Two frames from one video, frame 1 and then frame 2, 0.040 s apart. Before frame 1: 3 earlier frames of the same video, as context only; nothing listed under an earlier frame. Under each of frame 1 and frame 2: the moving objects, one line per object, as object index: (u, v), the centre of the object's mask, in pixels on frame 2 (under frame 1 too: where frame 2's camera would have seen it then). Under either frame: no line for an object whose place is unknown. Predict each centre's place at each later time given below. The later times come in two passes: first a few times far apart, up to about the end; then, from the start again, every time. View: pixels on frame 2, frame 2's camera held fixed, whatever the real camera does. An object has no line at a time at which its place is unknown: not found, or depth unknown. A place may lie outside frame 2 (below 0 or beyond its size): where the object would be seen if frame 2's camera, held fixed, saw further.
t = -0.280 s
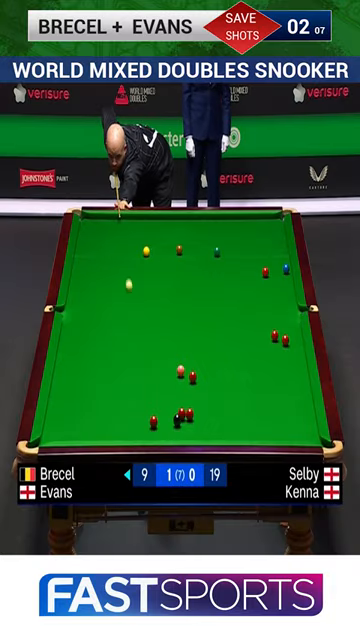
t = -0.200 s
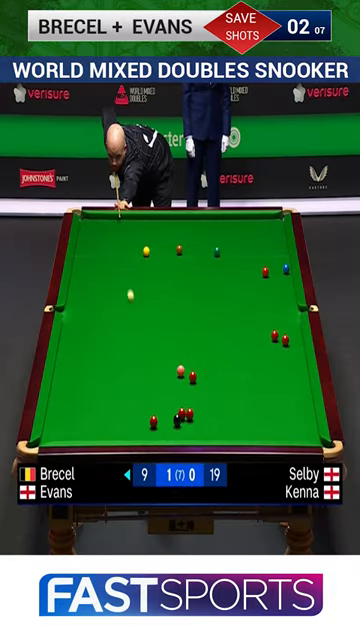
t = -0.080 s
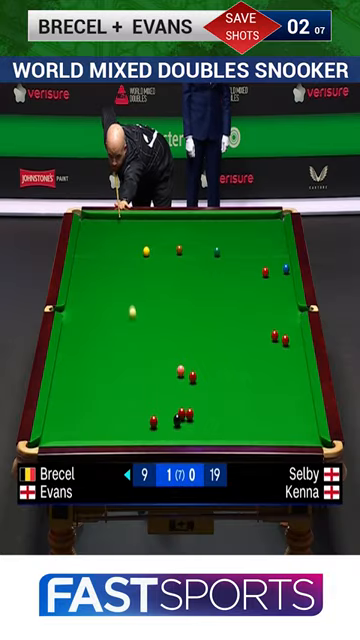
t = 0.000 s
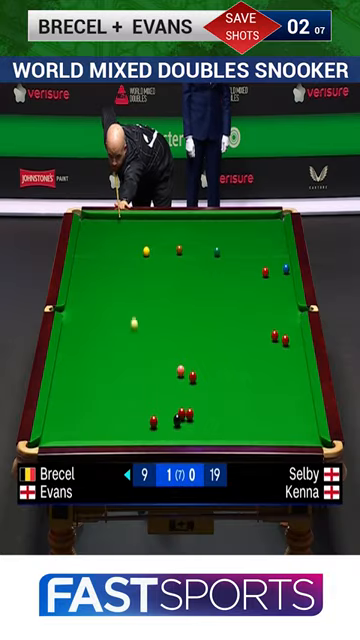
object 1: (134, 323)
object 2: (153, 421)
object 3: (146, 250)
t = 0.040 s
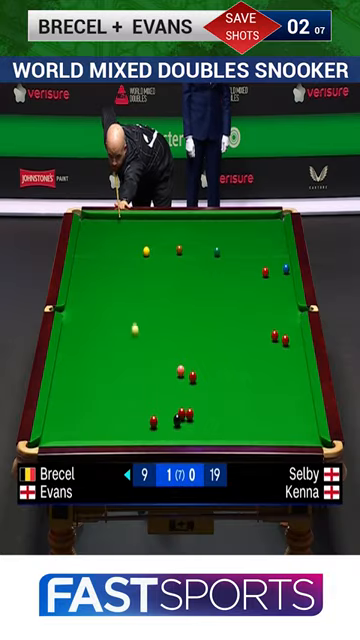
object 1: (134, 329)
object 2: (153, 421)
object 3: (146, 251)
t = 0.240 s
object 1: (139, 360)
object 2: (153, 421)
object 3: (146, 251)
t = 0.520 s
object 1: (145, 406)
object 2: (153, 421)
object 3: (146, 251)
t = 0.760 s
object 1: (125, 436)
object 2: (179, 431)
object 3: (146, 250)
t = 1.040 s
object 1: (108, 413)
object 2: (209, 435)
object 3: (146, 250)
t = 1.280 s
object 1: (94, 396)
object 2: (231, 431)
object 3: (146, 251)
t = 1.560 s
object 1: (78, 377)
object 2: (255, 425)
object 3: (146, 250)
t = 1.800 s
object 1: (66, 362)
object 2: (274, 421)
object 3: (146, 250)
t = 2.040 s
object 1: (64, 348)
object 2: (293, 416)
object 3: (146, 250)
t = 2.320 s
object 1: (75, 335)
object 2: (309, 412)
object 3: (146, 251)
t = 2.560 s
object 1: (84, 324)
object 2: (298, 408)
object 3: (146, 251)
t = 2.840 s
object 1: (93, 312)
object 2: (286, 405)
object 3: (146, 251)
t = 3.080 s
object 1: (101, 302)
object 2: (277, 402)
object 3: (146, 251)
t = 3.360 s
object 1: (109, 292)
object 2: (268, 399)
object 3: (146, 251)
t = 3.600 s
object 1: (116, 284)
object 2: (261, 397)
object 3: (146, 251)
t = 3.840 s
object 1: (122, 276)
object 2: (254, 395)
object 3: (146, 251)
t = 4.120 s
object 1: (129, 267)
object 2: (246, 393)
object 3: (146, 251)
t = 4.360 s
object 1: (134, 260)
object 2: (241, 391)
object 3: (146, 250)
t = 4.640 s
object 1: (140, 252)
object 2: (235, 390)
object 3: (146, 251)
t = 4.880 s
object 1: (138, 248)
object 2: (231, 389)
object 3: (152, 249)
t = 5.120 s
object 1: (136, 243)
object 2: (228, 387)
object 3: (157, 248)
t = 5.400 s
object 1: (135, 239)
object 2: (224, 386)
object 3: (162, 247)
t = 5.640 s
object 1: (133, 235)
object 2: (222, 386)
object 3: (167, 246)
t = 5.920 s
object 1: (132, 231)
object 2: (220, 385)
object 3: (171, 245)
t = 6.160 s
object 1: (131, 228)
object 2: (219, 385)
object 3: (173, 244)
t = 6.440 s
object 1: (129, 224)
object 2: (218, 385)
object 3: (176, 243)
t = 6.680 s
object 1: (128, 221)
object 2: (218, 385)
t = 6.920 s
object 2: (218, 384)
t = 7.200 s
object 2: (218, 384)
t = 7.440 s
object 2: (218, 384)
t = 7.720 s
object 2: (218, 384)
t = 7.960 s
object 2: (218, 384)
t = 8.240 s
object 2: (218, 384)
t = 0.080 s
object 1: (135, 335)
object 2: (153, 421)
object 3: (146, 251)
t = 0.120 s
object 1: (136, 341)
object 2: (153, 421)
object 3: (146, 251)
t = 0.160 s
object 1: (137, 347)
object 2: (153, 421)
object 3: (146, 251)
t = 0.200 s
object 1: (138, 353)
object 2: (153, 421)
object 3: (146, 251)
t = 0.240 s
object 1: (139, 360)
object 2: (153, 421)
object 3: (146, 251)
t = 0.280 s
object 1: (140, 366)
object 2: (153, 421)
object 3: (146, 251)
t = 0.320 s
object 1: (141, 373)
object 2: (153, 422)
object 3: (146, 251)
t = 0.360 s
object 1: (141, 379)
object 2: (153, 421)
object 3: (146, 251)
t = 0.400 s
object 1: (142, 386)
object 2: (153, 421)
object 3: (146, 251)
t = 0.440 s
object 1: (143, 393)
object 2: (153, 421)
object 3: (146, 251)
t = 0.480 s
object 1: (144, 399)
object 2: (153, 421)
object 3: (146, 251)
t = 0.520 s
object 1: (145, 406)
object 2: (153, 421)
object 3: (146, 251)
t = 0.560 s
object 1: (146, 413)
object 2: (153, 421)
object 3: (146, 251)
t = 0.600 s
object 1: (144, 421)
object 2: (156, 422)
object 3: (146, 251)
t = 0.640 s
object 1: (139, 425)
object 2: (162, 425)
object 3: (146, 251)
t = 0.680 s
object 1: (134, 431)
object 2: (168, 427)
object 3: (146, 251)
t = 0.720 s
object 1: (130, 434)
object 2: (174, 429)
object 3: (146, 251)
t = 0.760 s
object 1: (125, 436)
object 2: (179, 431)
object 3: (146, 250)
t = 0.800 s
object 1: (123, 434)
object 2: (184, 433)
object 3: (146, 250)
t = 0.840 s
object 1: (120, 430)
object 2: (189, 435)
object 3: (146, 250)
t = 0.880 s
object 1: (117, 426)
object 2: (194, 436)
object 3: (146, 251)
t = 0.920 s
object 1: (115, 423)
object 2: (198, 437)
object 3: (146, 250)
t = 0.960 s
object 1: (113, 419)
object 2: (202, 436)
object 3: (146, 250)
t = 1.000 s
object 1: (110, 416)
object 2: (205, 436)
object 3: (146, 250)
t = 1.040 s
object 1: (108, 413)
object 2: (209, 435)
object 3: (146, 250)
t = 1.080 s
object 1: (105, 410)
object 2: (212, 434)
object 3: (146, 250)
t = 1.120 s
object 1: (103, 407)
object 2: (216, 433)
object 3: (146, 250)
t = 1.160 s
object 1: (100, 404)
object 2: (220, 433)
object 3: (146, 250)
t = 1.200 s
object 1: (98, 401)
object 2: (223, 433)
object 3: (146, 250)
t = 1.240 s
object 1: (96, 398)
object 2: (227, 431)
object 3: (146, 250)
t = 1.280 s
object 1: (94, 396)
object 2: (231, 431)
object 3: (146, 251)
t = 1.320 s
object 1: (91, 393)
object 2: (234, 430)
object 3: (146, 250)
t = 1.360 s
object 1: (89, 390)
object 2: (238, 429)
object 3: (146, 251)
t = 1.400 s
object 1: (87, 388)
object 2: (241, 428)
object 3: (146, 250)
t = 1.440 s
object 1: (84, 385)
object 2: (245, 427)
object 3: (146, 250)
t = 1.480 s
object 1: (82, 382)
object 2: (248, 427)
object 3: (146, 250)
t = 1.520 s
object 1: (80, 379)
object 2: (251, 426)
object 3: (146, 250)
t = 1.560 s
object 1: (78, 377)
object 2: (255, 425)
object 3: (146, 250)
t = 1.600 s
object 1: (76, 374)
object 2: (258, 424)
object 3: (146, 250)
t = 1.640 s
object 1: (74, 372)
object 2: (262, 424)
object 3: (146, 250)
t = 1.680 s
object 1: (71, 369)
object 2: (265, 422)
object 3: (146, 250)
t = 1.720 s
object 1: (70, 367)
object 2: (268, 422)
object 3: (146, 251)
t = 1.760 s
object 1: (68, 364)
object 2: (271, 421)
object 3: (146, 250)
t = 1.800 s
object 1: (66, 362)
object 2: (274, 421)
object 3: (146, 250)
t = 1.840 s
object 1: (63, 359)
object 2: (278, 420)
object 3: (146, 251)
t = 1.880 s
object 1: (62, 357)
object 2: (281, 419)
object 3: (146, 251)
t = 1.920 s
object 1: (60, 354)
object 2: (284, 419)
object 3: (146, 251)
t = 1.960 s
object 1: (61, 352)
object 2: (287, 418)
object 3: (146, 251)
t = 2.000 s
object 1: (63, 350)
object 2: (290, 417)
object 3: (146, 251)
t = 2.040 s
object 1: (64, 348)
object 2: (293, 416)
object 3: (146, 250)
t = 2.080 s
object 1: (66, 346)
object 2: (297, 416)
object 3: (146, 251)
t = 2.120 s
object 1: (68, 344)
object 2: (299, 415)
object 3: (146, 251)
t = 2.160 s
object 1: (69, 342)
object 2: (302, 415)
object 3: (146, 251)
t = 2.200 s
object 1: (71, 340)
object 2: (305, 414)
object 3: (146, 251)
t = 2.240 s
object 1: (72, 338)
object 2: (308, 413)
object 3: (146, 251)
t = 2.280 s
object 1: (74, 337)
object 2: (311, 413)
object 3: (146, 251)
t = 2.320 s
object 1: (75, 335)
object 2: (309, 412)
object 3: (146, 251)
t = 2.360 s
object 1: (77, 333)
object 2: (307, 411)
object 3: (146, 251)
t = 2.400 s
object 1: (78, 331)
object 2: (305, 411)
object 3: (146, 251)
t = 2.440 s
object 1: (80, 329)
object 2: (303, 410)
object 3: (146, 251)
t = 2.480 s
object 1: (81, 327)
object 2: (301, 410)
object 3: (146, 251)
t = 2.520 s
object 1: (82, 326)
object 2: (299, 409)
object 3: (146, 251)
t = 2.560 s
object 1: (84, 324)
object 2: (298, 408)
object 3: (146, 251)
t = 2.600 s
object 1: (85, 322)
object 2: (296, 408)
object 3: (146, 251)
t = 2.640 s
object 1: (87, 320)
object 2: (295, 407)
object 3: (146, 251)
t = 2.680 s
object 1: (88, 319)
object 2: (293, 407)
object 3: (146, 251)
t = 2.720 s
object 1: (89, 317)
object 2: (291, 407)
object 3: (146, 251)
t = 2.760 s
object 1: (91, 315)
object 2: (290, 406)
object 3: (146, 251)
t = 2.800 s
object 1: (92, 313)
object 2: (288, 406)
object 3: (146, 251)
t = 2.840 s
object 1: (93, 312)
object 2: (286, 405)
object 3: (146, 251)
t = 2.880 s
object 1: (95, 310)
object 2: (285, 404)
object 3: (146, 251)
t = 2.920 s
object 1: (96, 309)
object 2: (284, 404)
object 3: (146, 251)
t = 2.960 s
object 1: (97, 307)
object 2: (282, 404)
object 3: (146, 251)
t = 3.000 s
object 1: (99, 305)
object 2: (280, 403)
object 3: (146, 251)
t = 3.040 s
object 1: (100, 304)
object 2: (279, 403)
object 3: (146, 251)
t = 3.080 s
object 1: (101, 302)
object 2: (277, 402)
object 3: (146, 251)
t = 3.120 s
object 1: (102, 301)
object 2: (276, 402)
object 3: (146, 251)
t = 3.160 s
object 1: (103, 299)
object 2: (275, 401)
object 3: (146, 251)
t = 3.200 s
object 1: (104, 298)
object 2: (273, 401)
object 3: (146, 251)
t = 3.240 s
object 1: (106, 296)
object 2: (272, 401)
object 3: (146, 251)
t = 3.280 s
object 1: (107, 295)
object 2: (271, 400)
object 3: (146, 251)
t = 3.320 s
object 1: (108, 293)
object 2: (269, 400)
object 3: (146, 251)
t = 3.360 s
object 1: (109, 292)
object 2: (268, 399)
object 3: (146, 251)
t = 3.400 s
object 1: (110, 291)
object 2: (267, 399)
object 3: (146, 251)
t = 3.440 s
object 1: (111, 289)
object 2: (265, 399)
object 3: (146, 250)
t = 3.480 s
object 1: (112, 288)
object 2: (264, 398)
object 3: (146, 250)
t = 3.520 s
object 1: (114, 286)
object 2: (263, 398)
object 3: (146, 250)
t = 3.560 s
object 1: (115, 285)
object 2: (262, 398)
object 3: (146, 250)
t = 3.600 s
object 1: (116, 284)
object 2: (261, 397)
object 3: (146, 251)
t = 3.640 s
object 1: (117, 282)
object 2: (259, 397)
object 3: (146, 250)
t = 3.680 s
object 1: (118, 281)
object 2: (258, 396)
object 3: (146, 250)
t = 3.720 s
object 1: (119, 280)
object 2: (257, 396)
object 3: (146, 250)
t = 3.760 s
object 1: (120, 278)
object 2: (256, 396)
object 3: (146, 251)
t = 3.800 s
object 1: (121, 277)
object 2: (255, 395)
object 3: (146, 251)
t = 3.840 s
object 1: (122, 276)
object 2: (254, 395)
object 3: (146, 251)
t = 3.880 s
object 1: (123, 274)
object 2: (253, 395)
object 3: (146, 251)
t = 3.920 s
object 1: (124, 273)
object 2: (252, 395)
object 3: (146, 251)
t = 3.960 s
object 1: (125, 272)
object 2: (250, 394)
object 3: (146, 251)
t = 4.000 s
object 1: (126, 271)
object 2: (249, 394)
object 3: (146, 251)
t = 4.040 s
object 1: (127, 269)
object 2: (248, 394)
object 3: (146, 251)
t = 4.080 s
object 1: (128, 268)
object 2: (247, 393)
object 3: (146, 251)
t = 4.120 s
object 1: (129, 267)
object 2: (246, 393)
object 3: (146, 251)
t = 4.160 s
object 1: (130, 266)
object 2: (246, 393)
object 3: (146, 251)
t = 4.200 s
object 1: (131, 265)
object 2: (245, 392)
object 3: (146, 251)
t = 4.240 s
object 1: (131, 263)
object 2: (244, 392)
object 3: (146, 251)
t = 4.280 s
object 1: (132, 262)
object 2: (243, 392)
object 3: (146, 251)
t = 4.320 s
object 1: (133, 261)
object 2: (242, 392)
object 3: (146, 251)
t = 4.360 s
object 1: (134, 260)
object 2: (241, 391)
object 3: (146, 250)
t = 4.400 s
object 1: (135, 259)
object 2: (240, 391)
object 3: (146, 250)
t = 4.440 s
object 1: (136, 258)
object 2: (239, 391)
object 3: (146, 250)
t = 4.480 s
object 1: (137, 257)
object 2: (239, 391)
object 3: (146, 251)
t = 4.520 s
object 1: (138, 256)
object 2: (238, 390)
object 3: (146, 251)
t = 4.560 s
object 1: (138, 254)
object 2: (237, 390)
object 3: (146, 251)
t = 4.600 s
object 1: (139, 253)
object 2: (236, 390)
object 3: (146, 251)
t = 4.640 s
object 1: (140, 252)
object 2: (235, 390)
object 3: (146, 251)
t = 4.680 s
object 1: (139, 251)
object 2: (235, 389)
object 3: (147, 250)
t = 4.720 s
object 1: (139, 251)
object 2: (234, 389)
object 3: (148, 250)
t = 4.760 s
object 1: (139, 250)
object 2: (233, 389)
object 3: (149, 250)
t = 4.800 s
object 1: (138, 249)
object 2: (232, 389)
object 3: (150, 250)
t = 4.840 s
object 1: (138, 248)
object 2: (232, 389)
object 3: (151, 250)
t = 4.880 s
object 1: (138, 248)
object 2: (231, 389)
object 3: (152, 249)
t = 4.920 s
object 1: (138, 247)
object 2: (231, 388)
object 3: (153, 249)
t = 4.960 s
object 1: (137, 246)
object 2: (230, 388)
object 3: (154, 249)
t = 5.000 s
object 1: (137, 245)
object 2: (230, 388)
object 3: (154, 249)
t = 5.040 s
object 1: (137, 245)
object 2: (229, 388)
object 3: (155, 249)
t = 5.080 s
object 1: (137, 244)
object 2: (228, 388)
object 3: (156, 248)
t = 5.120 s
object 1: (136, 243)
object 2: (228, 387)
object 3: (157, 248)
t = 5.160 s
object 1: (136, 243)
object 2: (227, 387)
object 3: (158, 248)
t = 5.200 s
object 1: (136, 242)
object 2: (227, 387)
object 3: (158, 248)
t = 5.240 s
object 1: (136, 241)
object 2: (226, 387)
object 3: (159, 247)
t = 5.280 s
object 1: (135, 240)
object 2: (226, 387)
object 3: (160, 247)
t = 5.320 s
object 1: (135, 240)
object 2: (225, 387)
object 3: (161, 247)
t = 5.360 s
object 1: (135, 239)
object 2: (225, 386)
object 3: (162, 247)
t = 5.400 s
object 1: (135, 239)
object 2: (224, 386)
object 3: (162, 247)
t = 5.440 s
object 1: (134, 238)
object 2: (224, 386)
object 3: (163, 247)
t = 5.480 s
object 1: (134, 237)
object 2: (223, 386)
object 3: (164, 246)
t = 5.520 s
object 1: (134, 237)
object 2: (223, 386)
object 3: (164, 246)
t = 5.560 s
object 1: (134, 236)
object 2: (223, 386)
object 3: (165, 246)
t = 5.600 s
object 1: (133, 235)
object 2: (223, 386)
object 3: (166, 246)
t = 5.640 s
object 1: (133, 235)
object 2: (222, 386)
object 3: (167, 246)
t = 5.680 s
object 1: (133, 234)
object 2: (222, 385)
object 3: (167, 246)
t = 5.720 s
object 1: (133, 233)
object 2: (221, 385)
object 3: (168, 245)
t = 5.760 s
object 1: (133, 233)
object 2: (221, 385)
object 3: (168, 245)
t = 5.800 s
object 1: (132, 232)
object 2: (221, 385)
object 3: (169, 245)
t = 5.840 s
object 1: (132, 232)
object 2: (220, 385)
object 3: (170, 245)
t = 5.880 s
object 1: (132, 231)
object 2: (220, 385)
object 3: (170, 245)
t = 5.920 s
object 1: (132, 231)
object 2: (220, 385)
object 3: (171, 245)
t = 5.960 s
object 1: (132, 230)
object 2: (220, 385)
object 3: (171, 244)
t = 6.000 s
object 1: (131, 230)
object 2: (220, 385)
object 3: (172, 244)
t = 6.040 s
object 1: (131, 229)
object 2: (220, 385)
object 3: (172, 244)
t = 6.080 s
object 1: (131, 228)
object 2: (219, 385)
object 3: (173, 244)
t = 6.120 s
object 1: (131, 228)
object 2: (219, 385)
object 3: (173, 244)
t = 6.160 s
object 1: (131, 228)
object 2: (219, 385)
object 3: (173, 244)
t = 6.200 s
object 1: (130, 227)
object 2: (219, 384)
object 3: (174, 244)
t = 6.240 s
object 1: (130, 226)
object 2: (219, 384)
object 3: (175, 243)
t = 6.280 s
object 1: (130, 226)
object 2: (219, 384)
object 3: (175, 243)
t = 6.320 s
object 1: (130, 225)
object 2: (219, 384)
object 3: (175, 243)
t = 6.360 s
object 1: (130, 225)
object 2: (218, 385)
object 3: (176, 243)
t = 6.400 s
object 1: (130, 224)
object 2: (218, 385)
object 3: (176, 243)
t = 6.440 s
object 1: (129, 224)
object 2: (218, 385)
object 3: (176, 243)
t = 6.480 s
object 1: (129, 223)
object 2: (218, 385)
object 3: (177, 243)
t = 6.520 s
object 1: (129, 223)
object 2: (218, 384)
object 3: (177, 242)
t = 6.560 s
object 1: (129, 223)
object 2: (218, 385)
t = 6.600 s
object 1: (129, 222)
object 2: (218, 385)
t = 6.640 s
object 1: (129, 222)
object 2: (218, 385)
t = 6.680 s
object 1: (128, 221)
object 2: (218, 385)
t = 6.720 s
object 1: (128, 221)
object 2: (218, 385)
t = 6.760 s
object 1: (128, 220)
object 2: (218, 384)
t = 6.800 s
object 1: (128, 220)
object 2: (218, 384)
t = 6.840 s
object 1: (128, 219)
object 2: (218, 384)
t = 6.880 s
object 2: (218, 384)
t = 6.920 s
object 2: (218, 384)
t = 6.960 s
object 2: (218, 384)
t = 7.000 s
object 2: (218, 384)
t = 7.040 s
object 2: (218, 384)
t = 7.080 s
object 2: (218, 384)
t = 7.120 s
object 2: (218, 384)
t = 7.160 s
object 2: (218, 384)
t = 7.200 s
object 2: (218, 384)
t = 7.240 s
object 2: (218, 384)
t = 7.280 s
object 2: (218, 384)
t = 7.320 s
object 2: (218, 384)
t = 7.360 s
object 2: (218, 384)
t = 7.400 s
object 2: (218, 384)
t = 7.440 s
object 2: (218, 384)
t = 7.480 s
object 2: (218, 384)
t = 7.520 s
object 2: (218, 384)
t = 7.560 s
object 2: (218, 384)
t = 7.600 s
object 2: (218, 384)
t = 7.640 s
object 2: (218, 384)
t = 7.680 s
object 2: (218, 384)
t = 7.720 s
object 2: (218, 384)
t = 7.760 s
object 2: (218, 384)
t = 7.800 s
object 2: (218, 384)
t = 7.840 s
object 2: (218, 384)
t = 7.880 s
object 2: (218, 384)
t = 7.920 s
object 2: (218, 384)
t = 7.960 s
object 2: (218, 384)
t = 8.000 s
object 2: (218, 384)
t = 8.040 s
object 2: (218, 384)
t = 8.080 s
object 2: (218, 384)
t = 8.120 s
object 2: (218, 384)
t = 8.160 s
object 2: (218, 384)
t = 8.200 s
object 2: (218, 384)
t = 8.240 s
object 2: (218, 384)
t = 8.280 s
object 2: (218, 384)
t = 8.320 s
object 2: (218, 384)
